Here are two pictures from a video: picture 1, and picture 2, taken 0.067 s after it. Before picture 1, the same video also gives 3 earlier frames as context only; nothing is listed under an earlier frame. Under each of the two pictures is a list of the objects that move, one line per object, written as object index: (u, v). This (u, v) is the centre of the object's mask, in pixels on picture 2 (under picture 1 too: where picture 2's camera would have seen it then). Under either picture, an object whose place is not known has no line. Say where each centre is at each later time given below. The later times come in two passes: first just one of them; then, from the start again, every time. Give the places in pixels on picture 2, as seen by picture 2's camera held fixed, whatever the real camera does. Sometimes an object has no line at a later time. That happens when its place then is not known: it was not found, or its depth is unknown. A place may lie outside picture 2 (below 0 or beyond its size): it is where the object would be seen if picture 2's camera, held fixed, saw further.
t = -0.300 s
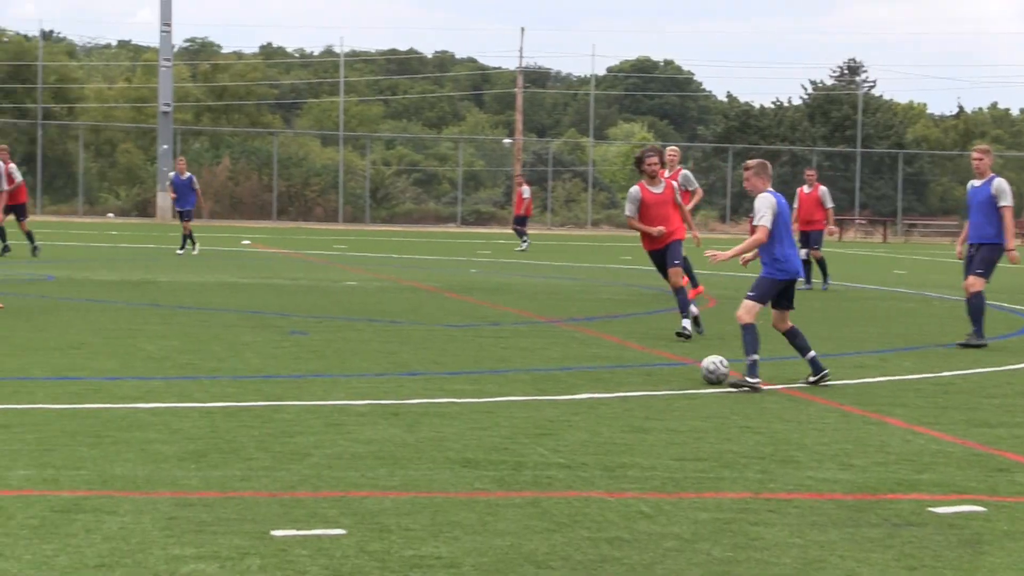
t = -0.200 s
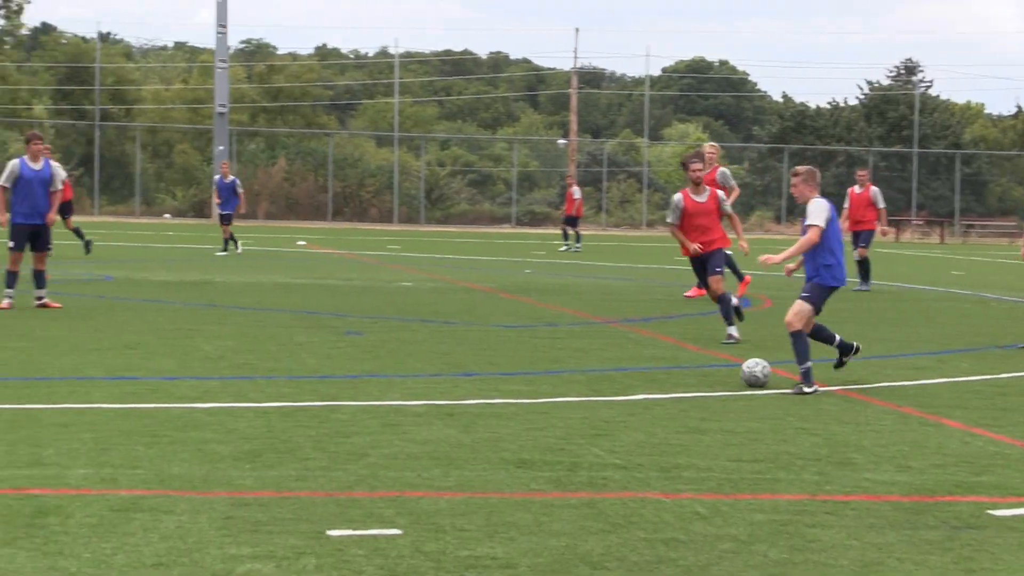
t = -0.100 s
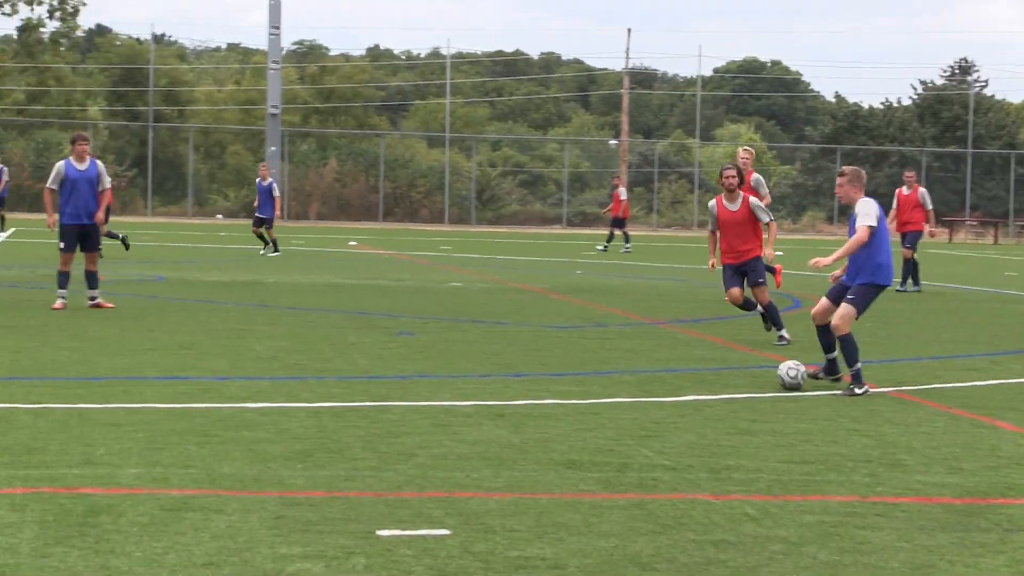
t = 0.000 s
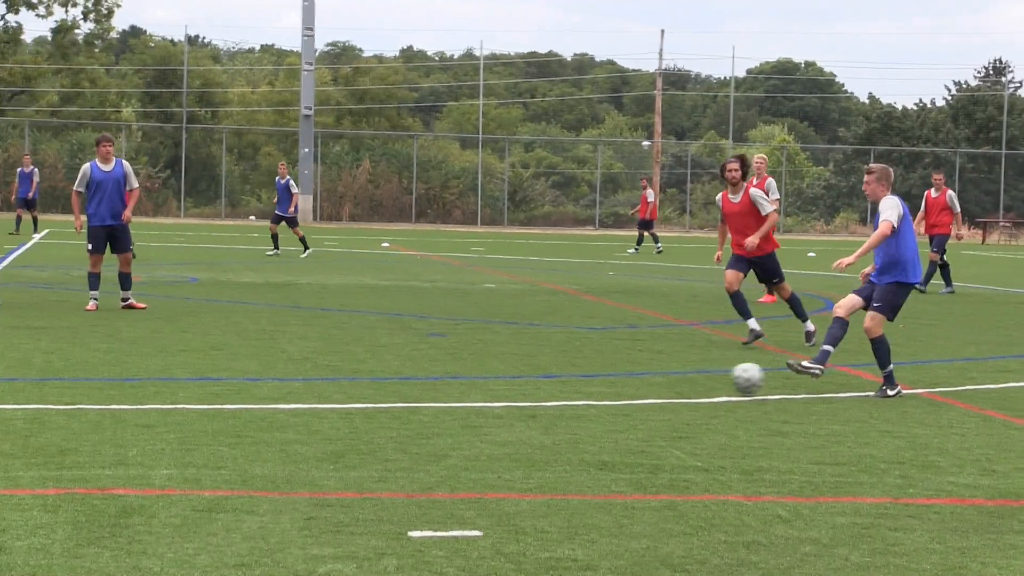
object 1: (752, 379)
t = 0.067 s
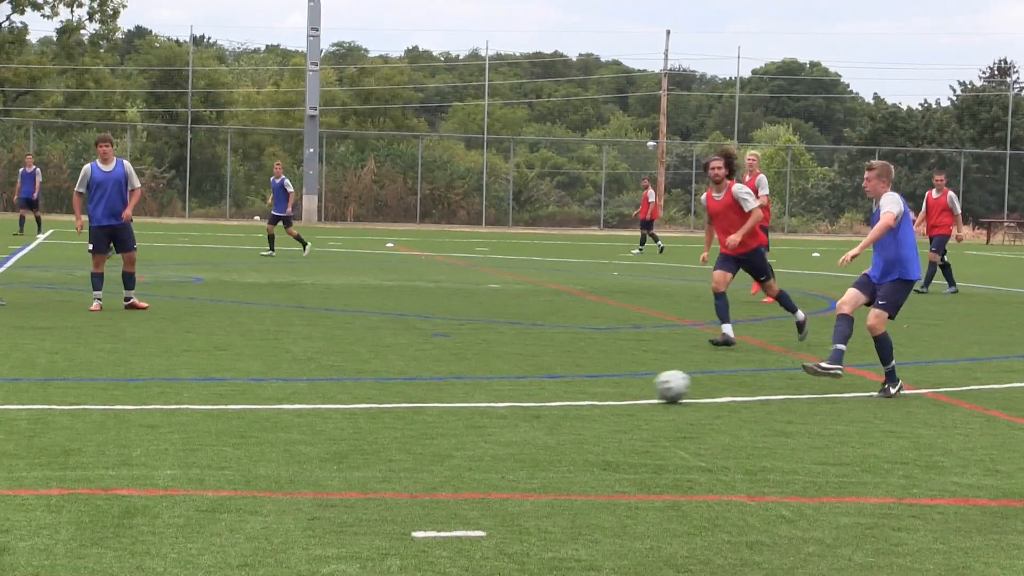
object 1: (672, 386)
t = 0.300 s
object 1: (384, 406)
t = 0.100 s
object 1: (632, 390)
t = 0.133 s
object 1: (593, 389)
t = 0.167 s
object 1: (553, 390)
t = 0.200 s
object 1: (512, 394)
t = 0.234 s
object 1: (469, 399)
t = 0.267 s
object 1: (425, 406)
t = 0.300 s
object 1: (384, 406)
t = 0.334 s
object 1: (341, 407)
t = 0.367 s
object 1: (297, 410)
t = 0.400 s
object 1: (251, 415)
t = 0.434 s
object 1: (206, 419)
